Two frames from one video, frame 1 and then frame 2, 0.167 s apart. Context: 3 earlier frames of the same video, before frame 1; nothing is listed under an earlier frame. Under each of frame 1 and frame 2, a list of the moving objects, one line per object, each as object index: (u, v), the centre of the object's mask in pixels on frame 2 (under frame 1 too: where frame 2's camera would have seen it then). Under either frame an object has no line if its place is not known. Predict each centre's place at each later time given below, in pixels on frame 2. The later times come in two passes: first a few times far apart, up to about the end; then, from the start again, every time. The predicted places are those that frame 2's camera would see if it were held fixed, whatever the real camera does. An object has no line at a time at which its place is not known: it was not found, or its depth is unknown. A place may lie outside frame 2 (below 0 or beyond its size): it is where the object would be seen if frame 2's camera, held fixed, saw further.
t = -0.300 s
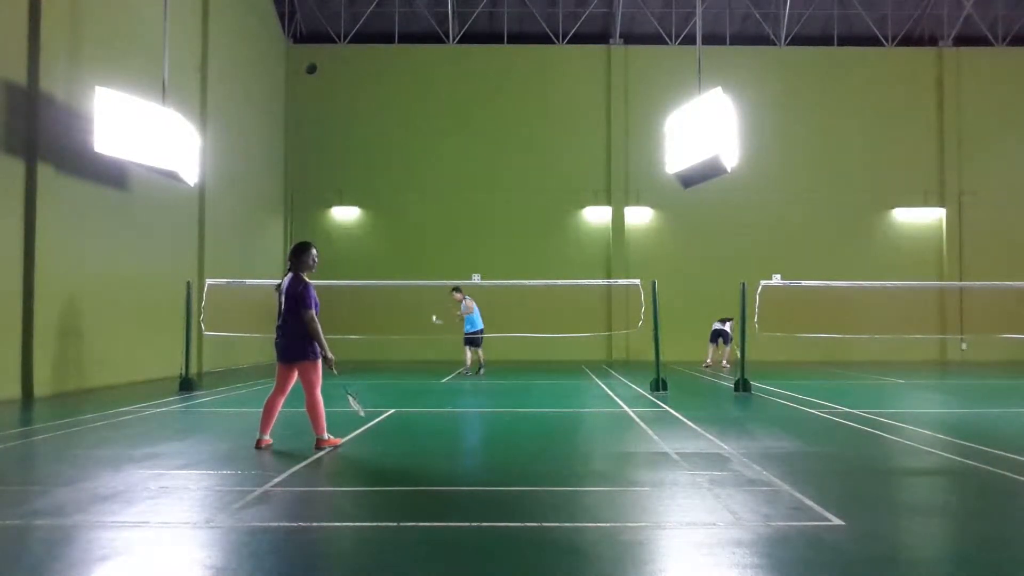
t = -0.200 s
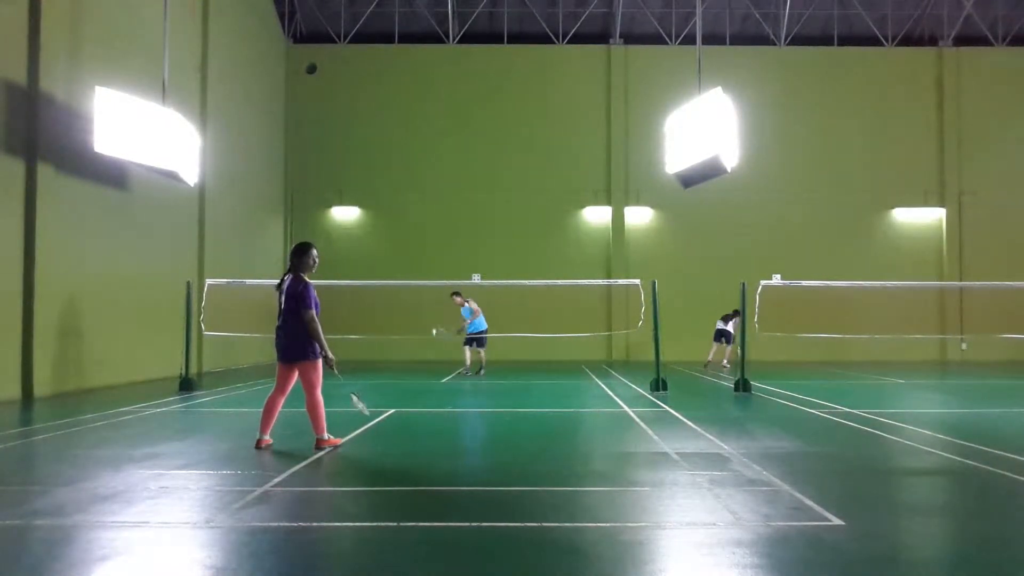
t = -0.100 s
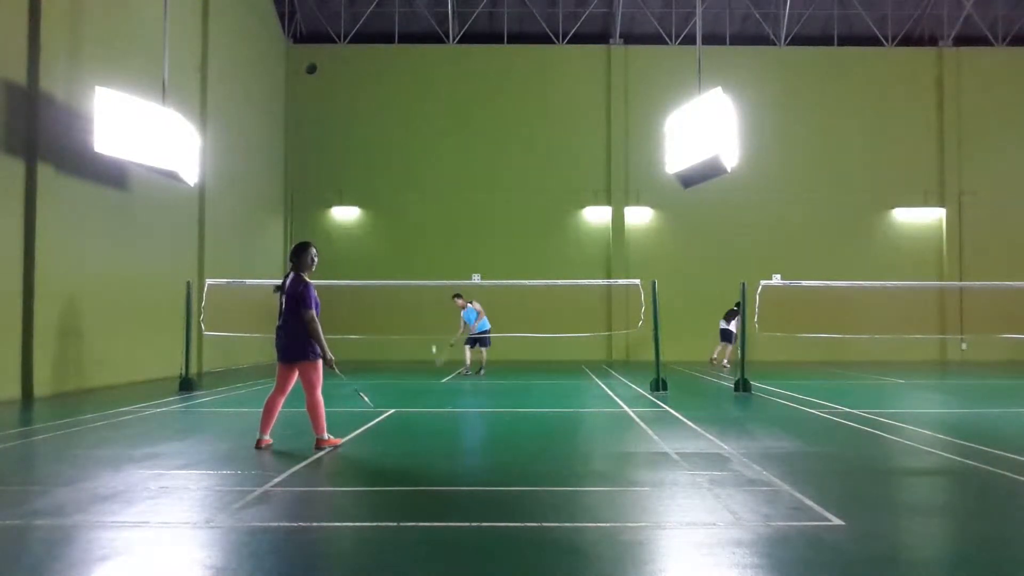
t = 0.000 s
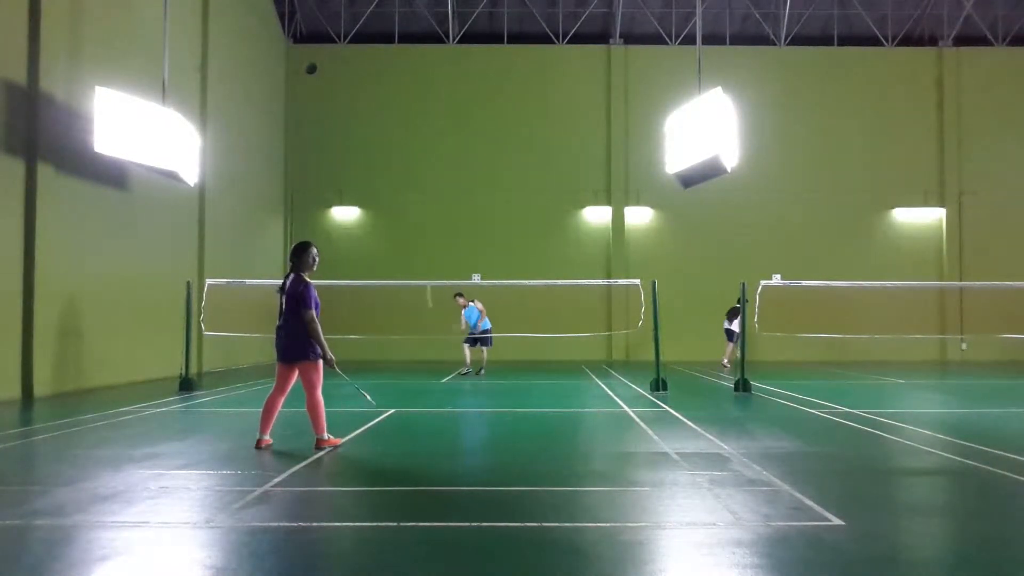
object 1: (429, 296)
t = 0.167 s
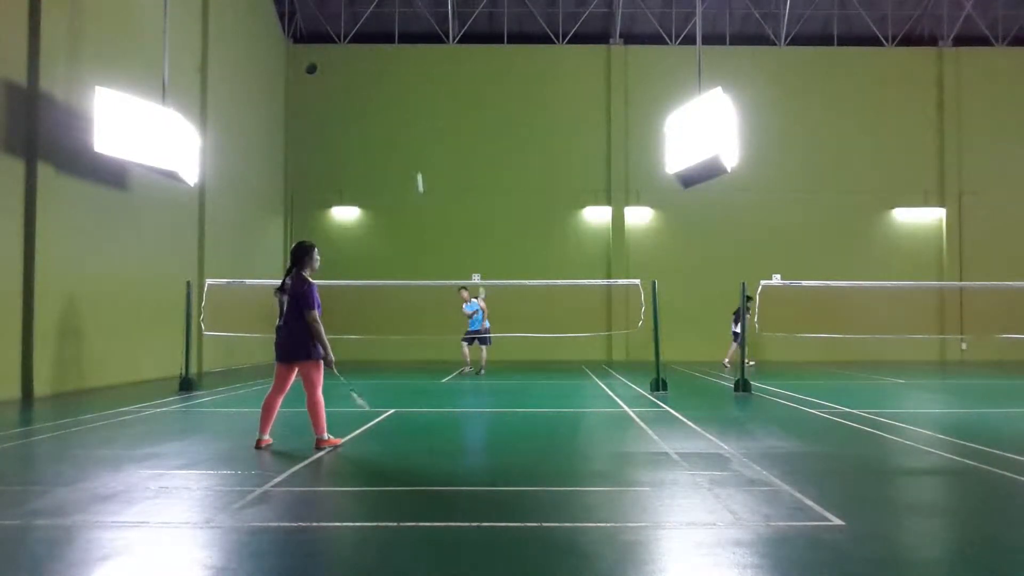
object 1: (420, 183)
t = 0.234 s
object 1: (417, 148)
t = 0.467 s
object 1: (404, 58)
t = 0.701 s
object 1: (389, 13)
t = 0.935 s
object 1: (368, 12)
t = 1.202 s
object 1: (335, 82)
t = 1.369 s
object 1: (316, 165)
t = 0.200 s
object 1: (418, 164)
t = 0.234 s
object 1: (417, 148)
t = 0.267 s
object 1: (415, 132)
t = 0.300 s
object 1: (413, 118)
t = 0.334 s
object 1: (411, 103)
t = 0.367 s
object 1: (410, 91)
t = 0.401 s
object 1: (408, 79)
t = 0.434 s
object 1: (406, 68)
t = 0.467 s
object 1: (404, 58)
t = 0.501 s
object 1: (402, 49)
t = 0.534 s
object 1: (400, 41)
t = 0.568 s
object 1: (398, 34)
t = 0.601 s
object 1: (396, 27)
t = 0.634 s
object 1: (394, 21)
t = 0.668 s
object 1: (391, 17)
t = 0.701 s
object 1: (389, 13)
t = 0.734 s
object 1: (386, 10)
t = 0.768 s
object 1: (384, 8)
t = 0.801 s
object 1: (381, 6)
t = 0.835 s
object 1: (378, 6)
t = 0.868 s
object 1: (374, 7)
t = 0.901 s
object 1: (372, 9)
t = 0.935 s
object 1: (368, 12)
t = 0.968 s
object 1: (364, 17)
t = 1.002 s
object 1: (360, 23)
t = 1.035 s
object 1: (356, 30)
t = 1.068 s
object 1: (352, 37)
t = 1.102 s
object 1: (348, 46)
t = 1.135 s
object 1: (344, 57)
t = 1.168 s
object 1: (340, 69)
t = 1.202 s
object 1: (335, 82)
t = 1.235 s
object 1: (332, 96)
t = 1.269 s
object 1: (327, 111)
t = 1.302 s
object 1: (323, 128)
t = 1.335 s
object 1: (319, 146)
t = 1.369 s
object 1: (316, 165)
